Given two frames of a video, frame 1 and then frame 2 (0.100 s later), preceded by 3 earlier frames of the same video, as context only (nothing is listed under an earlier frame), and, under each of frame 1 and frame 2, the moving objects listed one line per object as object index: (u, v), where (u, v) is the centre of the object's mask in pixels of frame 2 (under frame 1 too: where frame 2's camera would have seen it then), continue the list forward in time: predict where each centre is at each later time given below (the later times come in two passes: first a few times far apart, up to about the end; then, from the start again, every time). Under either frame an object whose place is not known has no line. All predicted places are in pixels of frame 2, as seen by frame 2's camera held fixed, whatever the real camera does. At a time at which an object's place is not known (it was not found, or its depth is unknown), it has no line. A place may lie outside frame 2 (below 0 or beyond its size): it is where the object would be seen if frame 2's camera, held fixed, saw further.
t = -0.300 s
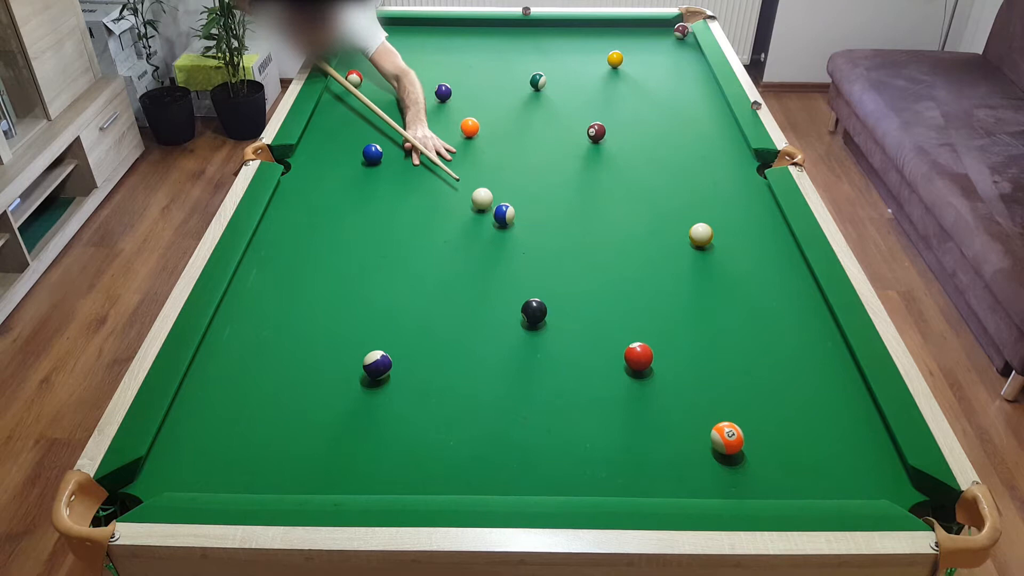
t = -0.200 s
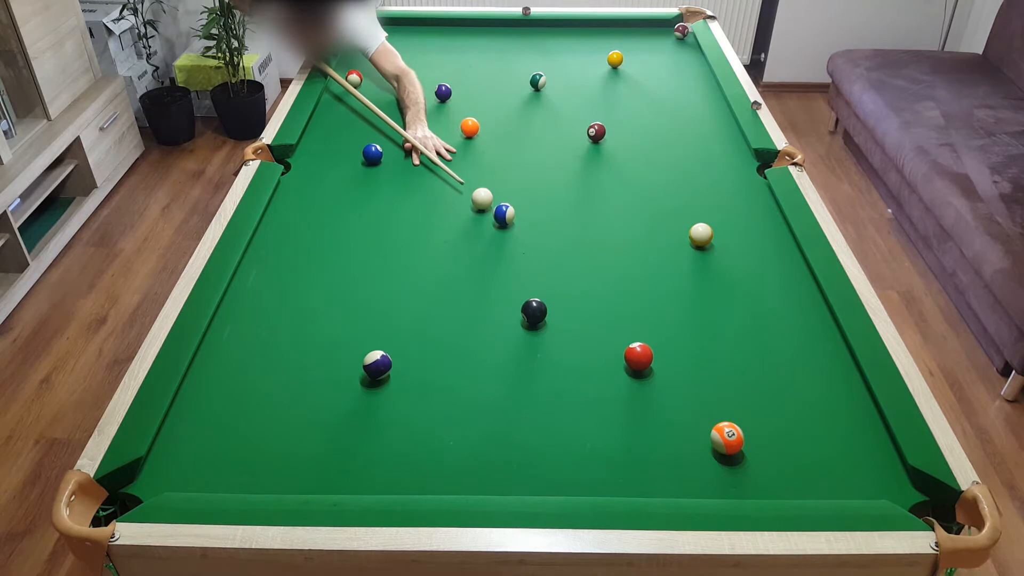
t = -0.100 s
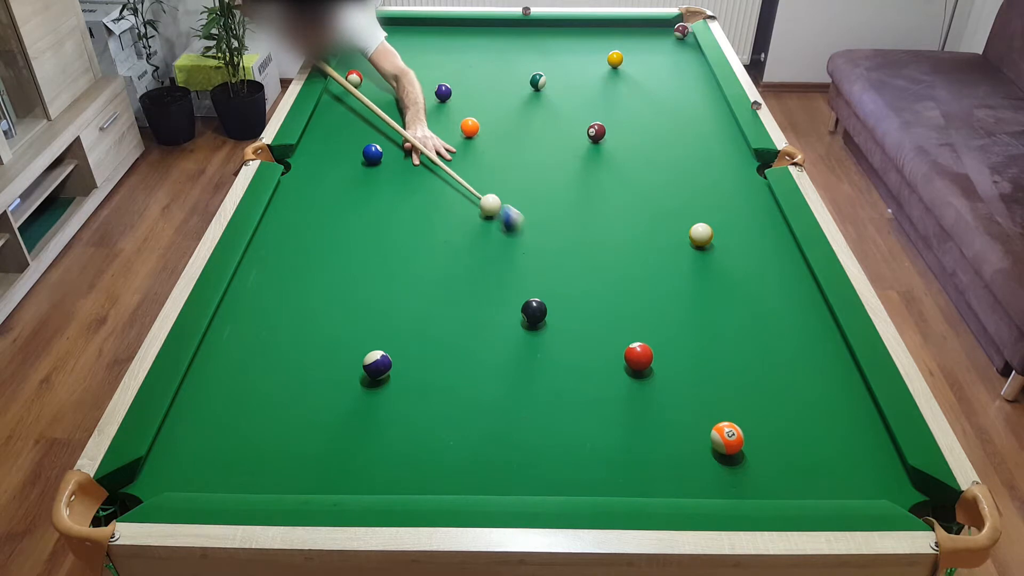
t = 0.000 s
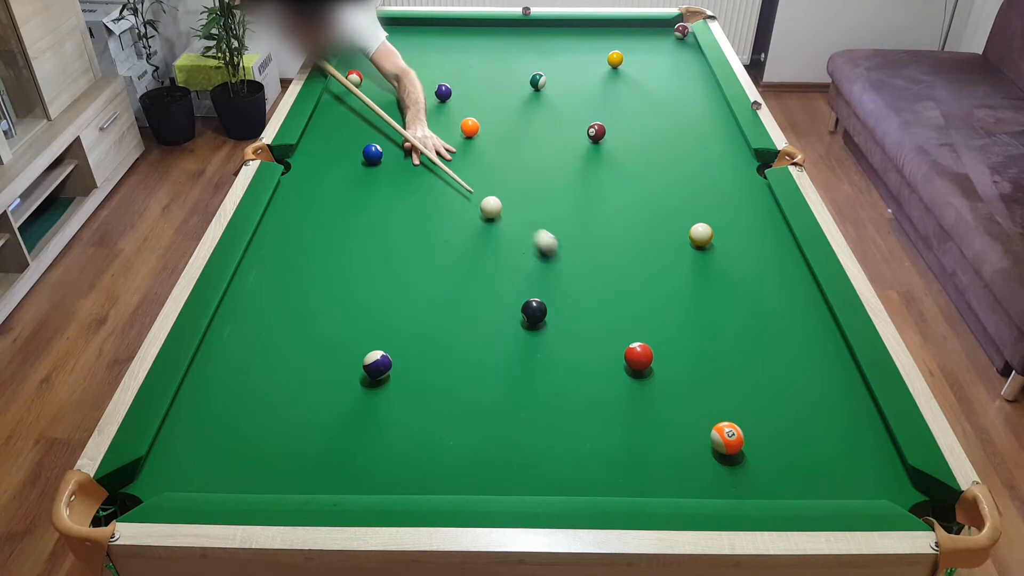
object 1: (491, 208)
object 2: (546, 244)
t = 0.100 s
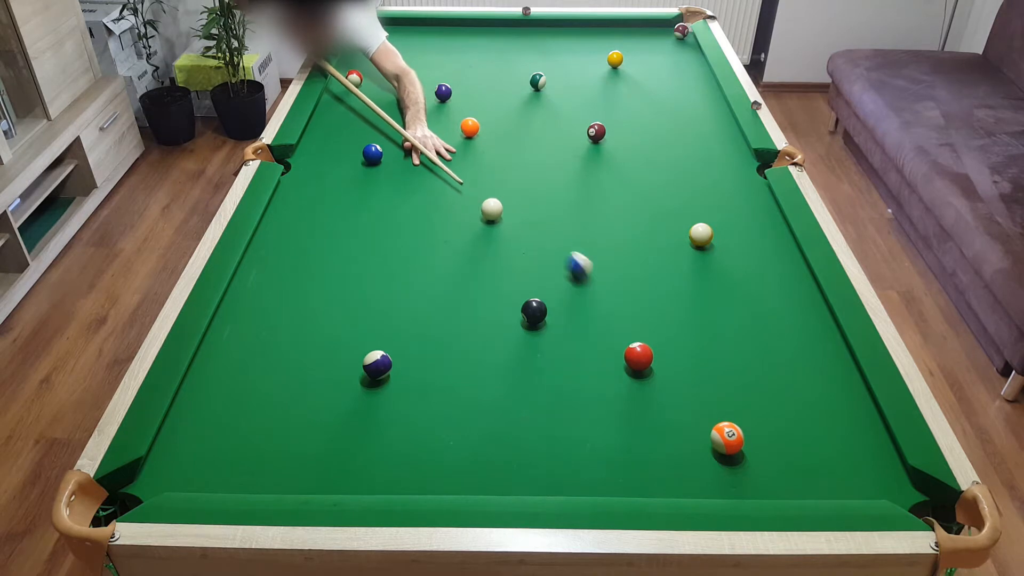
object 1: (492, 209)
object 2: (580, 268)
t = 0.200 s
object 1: (492, 213)
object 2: (613, 291)
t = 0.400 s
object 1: (493, 216)
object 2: (691, 345)
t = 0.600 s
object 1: (494, 219)
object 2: (782, 412)
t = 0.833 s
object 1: (496, 221)
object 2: (908, 497)
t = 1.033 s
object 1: (496, 221)
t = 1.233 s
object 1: (496, 222)
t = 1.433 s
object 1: (496, 222)
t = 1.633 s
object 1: (496, 222)
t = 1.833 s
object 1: (496, 222)
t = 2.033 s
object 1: (496, 222)
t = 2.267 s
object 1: (496, 222)
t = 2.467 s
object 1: (496, 222)
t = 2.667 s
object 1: (496, 222)
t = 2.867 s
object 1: (496, 222)
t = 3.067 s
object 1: (496, 222)
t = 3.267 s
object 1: (496, 222)
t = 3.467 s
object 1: (496, 222)
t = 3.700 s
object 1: (496, 222)
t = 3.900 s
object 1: (496, 222)
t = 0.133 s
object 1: (491, 212)
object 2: (589, 275)
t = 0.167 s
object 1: (492, 212)
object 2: (600, 282)
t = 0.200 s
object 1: (492, 213)
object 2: (613, 291)
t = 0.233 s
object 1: (492, 214)
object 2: (625, 299)
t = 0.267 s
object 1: (492, 214)
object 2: (638, 309)
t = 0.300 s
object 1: (493, 215)
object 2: (649, 316)
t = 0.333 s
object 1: (493, 215)
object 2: (663, 326)
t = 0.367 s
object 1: (493, 216)
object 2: (676, 337)
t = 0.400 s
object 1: (493, 216)
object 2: (691, 345)
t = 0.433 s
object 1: (494, 217)
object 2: (705, 357)
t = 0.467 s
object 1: (494, 217)
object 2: (718, 365)
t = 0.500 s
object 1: (494, 218)
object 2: (735, 377)
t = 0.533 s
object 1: (494, 218)
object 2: (750, 389)
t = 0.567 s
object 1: (494, 218)
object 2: (767, 401)
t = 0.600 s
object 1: (494, 219)
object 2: (782, 412)
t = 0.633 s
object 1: (494, 219)
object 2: (798, 421)
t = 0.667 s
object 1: (495, 219)
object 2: (816, 435)
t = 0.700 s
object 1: (495, 220)
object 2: (834, 449)
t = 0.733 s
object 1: (495, 220)
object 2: (851, 462)
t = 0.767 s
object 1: (495, 220)
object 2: (868, 476)
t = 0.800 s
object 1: (495, 220)
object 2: (887, 485)
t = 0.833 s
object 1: (496, 221)
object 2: (908, 497)
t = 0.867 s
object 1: (496, 221)
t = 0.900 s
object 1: (496, 221)
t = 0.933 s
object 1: (496, 221)
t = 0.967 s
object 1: (496, 221)
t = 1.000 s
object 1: (496, 221)
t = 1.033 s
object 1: (496, 221)
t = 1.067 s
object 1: (496, 222)
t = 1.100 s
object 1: (496, 222)
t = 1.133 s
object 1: (496, 222)
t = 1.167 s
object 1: (496, 222)
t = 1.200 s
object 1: (496, 222)
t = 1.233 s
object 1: (496, 222)
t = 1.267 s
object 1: (496, 222)
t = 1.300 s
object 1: (496, 222)
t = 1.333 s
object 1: (496, 222)
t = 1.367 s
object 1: (496, 222)
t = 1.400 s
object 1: (496, 222)
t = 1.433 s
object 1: (496, 222)
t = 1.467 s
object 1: (496, 222)
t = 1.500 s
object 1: (496, 222)
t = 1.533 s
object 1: (496, 222)
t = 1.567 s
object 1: (496, 222)
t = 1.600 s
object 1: (496, 222)
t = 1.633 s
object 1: (496, 222)
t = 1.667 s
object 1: (496, 222)
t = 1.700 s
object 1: (496, 222)
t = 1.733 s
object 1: (496, 222)
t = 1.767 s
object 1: (496, 222)
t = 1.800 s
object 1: (496, 222)
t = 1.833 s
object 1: (496, 222)
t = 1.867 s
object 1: (496, 222)
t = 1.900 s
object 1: (496, 222)
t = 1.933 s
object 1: (496, 222)
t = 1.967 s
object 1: (496, 222)
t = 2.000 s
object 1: (496, 222)
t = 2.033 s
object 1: (496, 222)
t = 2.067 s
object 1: (496, 222)
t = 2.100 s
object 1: (496, 222)
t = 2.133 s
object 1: (496, 222)
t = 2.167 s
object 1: (496, 222)
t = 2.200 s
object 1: (496, 222)
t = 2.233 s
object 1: (496, 222)
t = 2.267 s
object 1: (496, 222)
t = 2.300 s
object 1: (496, 222)
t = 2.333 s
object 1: (496, 222)
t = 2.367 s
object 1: (496, 222)
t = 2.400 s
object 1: (496, 222)
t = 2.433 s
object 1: (496, 222)
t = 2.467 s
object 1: (496, 222)
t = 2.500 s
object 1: (496, 222)
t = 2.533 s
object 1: (496, 222)
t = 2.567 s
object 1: (496, 222)
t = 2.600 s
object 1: (496, 222)
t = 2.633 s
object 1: (496, 222)
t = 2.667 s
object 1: (496, 222)
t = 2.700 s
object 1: (496, 222)
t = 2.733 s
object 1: (496, 222)
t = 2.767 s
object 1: (496, 222)
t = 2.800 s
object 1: (496, 222)
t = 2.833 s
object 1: (496, 222)
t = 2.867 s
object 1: (496, 222)
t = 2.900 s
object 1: (496, 222)
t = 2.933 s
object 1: (496, 222)
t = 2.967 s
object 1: (496, 222)
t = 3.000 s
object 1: (496, 222)
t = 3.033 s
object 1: (496, 222)
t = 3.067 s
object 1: (496, 222)
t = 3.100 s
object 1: (496, 222)
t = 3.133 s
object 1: (496, 222)
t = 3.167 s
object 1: (496, 222)
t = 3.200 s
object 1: (496, 222)
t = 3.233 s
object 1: (496, 222)
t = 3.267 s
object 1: (496, 222)
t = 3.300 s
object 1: (496, 222)
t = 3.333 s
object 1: (496, 222)
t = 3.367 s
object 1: (496, 222)
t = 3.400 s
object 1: (496, 222)
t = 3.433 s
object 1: (496, 222)
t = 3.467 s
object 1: (496, 222)
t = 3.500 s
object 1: (496, 222)
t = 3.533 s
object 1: (496, 222)
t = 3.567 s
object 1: (496, 222)
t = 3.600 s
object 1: (496, 222)
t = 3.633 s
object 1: (496, 222)
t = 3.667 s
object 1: (496, 222)
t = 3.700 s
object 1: (496, 222)
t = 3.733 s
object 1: (496, 222)
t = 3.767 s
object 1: (496, 222)
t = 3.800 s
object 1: (496, 222)
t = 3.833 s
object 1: (496, 222)
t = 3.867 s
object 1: (496, 222)
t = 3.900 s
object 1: (496, 222)
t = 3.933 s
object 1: (496, 221)
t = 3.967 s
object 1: (496, 221)
